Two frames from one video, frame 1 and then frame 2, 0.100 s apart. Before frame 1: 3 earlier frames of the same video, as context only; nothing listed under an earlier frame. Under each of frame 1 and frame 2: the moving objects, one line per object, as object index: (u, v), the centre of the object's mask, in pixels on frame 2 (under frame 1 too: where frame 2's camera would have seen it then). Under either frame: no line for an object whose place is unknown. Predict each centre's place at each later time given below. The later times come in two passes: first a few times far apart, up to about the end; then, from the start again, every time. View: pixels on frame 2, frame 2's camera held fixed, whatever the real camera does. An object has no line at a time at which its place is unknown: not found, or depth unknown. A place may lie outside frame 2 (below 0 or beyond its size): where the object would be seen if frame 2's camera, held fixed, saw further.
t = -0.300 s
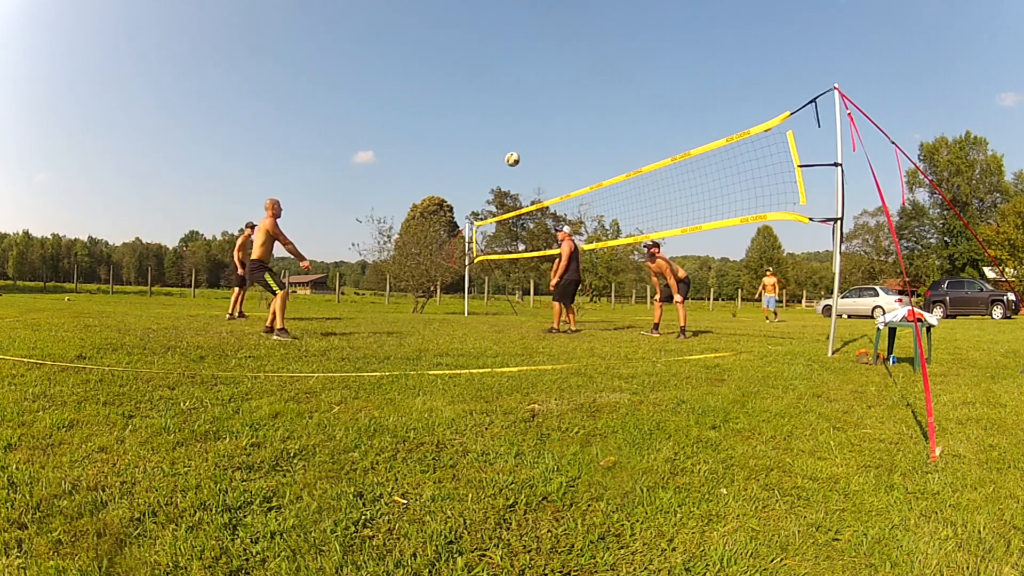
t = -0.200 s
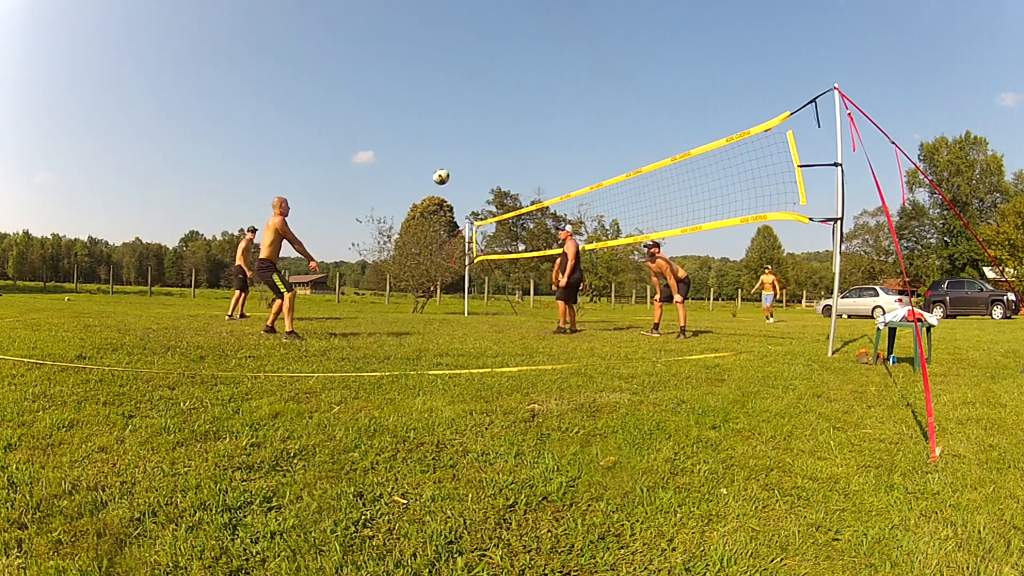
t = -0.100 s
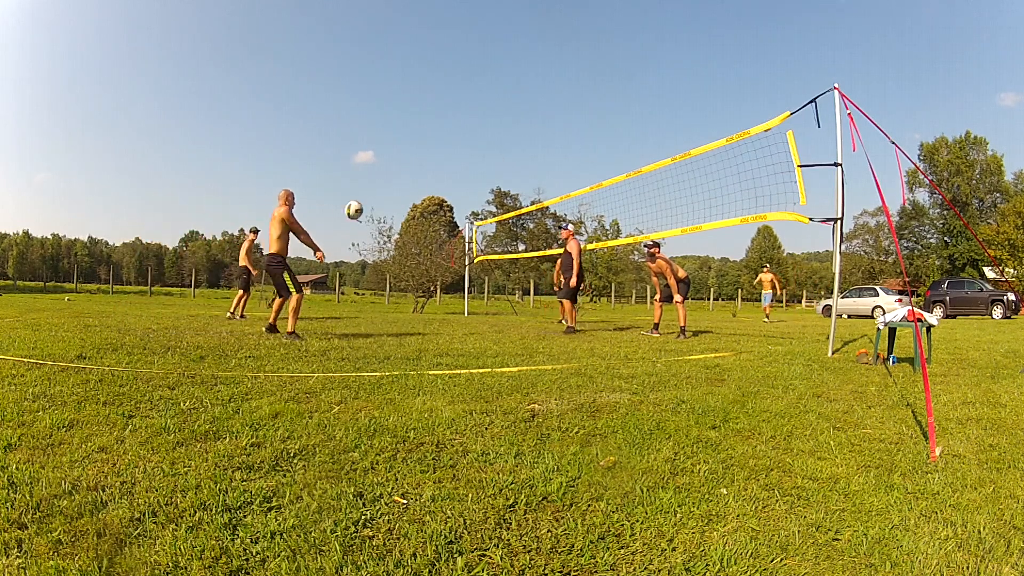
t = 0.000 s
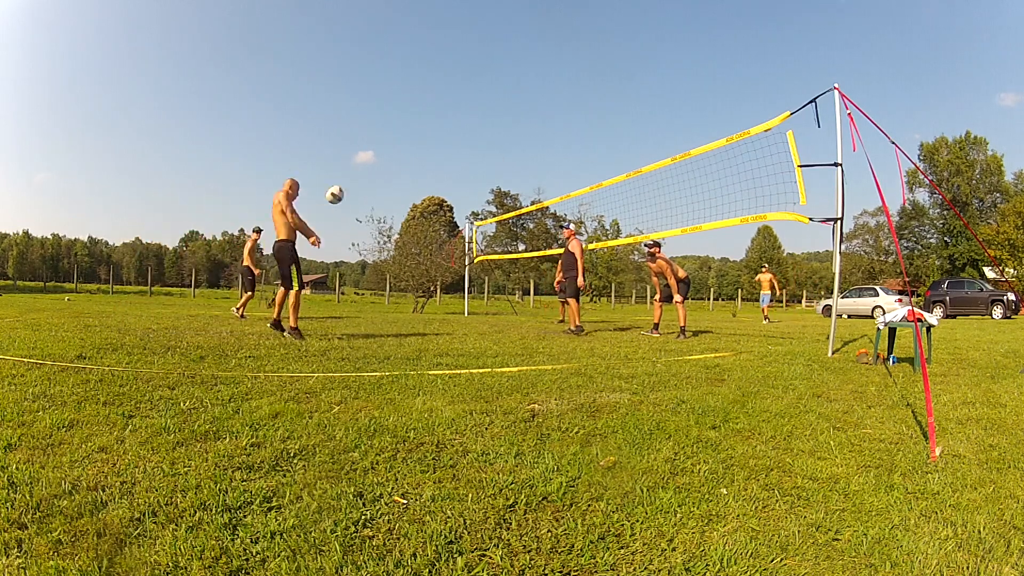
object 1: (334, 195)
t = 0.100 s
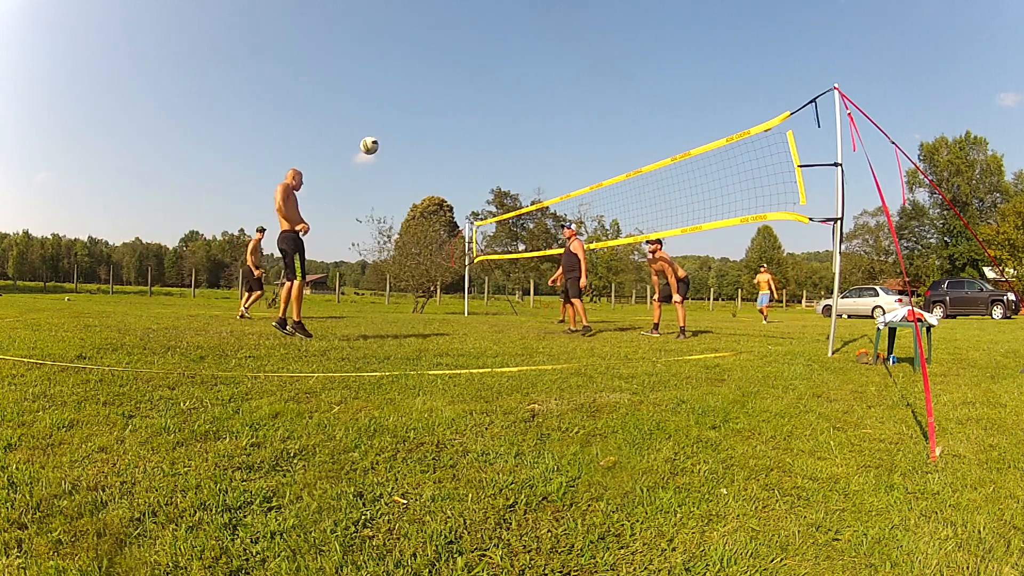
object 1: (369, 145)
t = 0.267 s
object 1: (423, 90)
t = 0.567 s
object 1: (503, 56)
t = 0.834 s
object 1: (562, 78)
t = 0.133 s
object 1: (380, 132)
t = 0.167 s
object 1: (391, 120)
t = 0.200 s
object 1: (402, 109)
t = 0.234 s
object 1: (412, 99)
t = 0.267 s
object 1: (423, 90)
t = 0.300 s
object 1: (432, 83)
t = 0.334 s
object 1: (442, 77)
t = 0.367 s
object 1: (451, 71)
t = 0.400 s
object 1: (460, 66)
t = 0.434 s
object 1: (469, 63)
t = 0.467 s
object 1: (478, 60)
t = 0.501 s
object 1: (486, 58)
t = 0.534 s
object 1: (494, 57)
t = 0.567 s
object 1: (503, 56)
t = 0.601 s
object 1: (510, 56)
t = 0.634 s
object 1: (518, 58)
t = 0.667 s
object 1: (526, 59)
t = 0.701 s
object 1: (533, 62)
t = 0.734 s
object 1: (540, 64)
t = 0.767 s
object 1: (547, 68)
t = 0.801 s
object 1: (554, 73)
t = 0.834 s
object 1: (562, 78)
